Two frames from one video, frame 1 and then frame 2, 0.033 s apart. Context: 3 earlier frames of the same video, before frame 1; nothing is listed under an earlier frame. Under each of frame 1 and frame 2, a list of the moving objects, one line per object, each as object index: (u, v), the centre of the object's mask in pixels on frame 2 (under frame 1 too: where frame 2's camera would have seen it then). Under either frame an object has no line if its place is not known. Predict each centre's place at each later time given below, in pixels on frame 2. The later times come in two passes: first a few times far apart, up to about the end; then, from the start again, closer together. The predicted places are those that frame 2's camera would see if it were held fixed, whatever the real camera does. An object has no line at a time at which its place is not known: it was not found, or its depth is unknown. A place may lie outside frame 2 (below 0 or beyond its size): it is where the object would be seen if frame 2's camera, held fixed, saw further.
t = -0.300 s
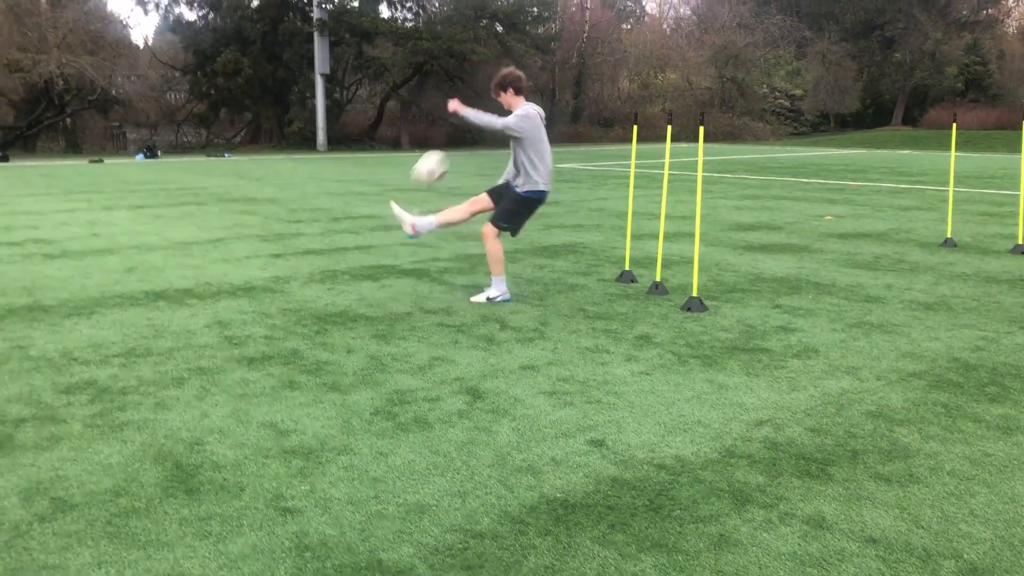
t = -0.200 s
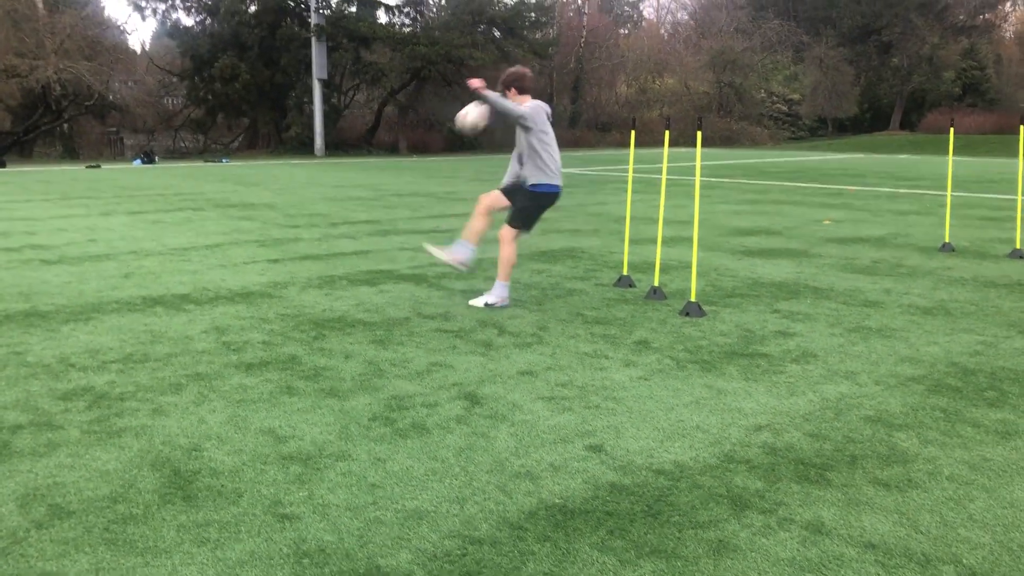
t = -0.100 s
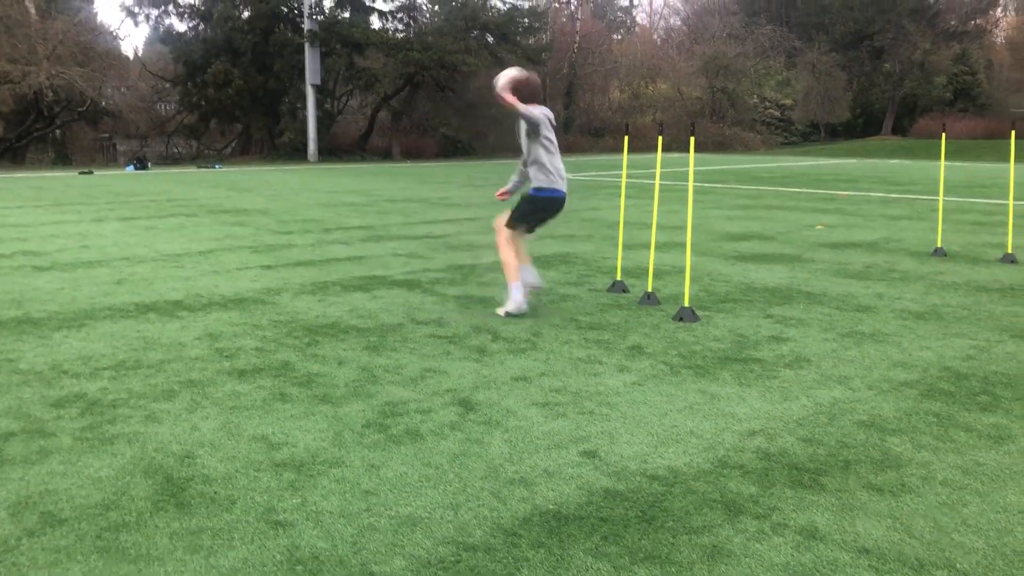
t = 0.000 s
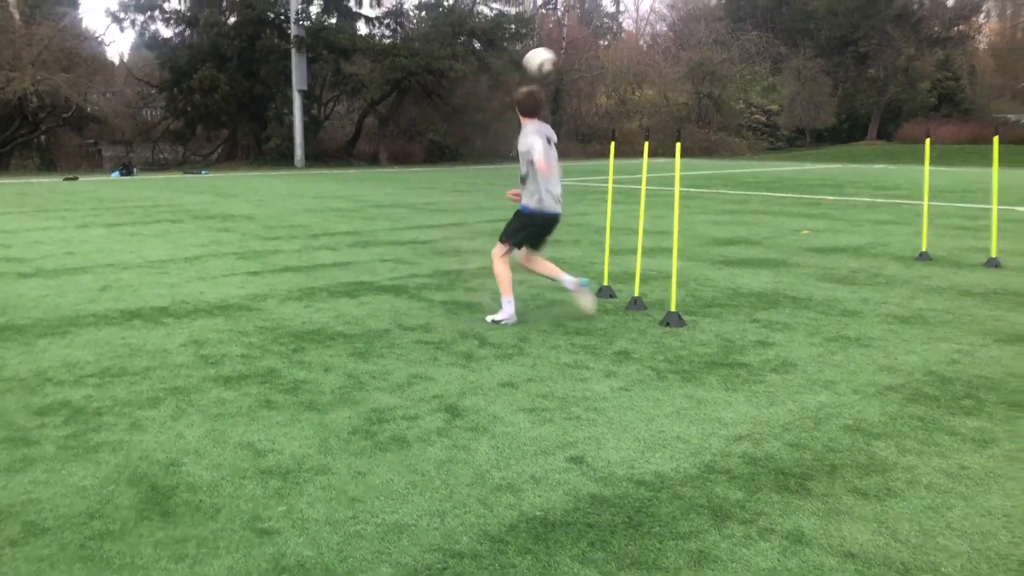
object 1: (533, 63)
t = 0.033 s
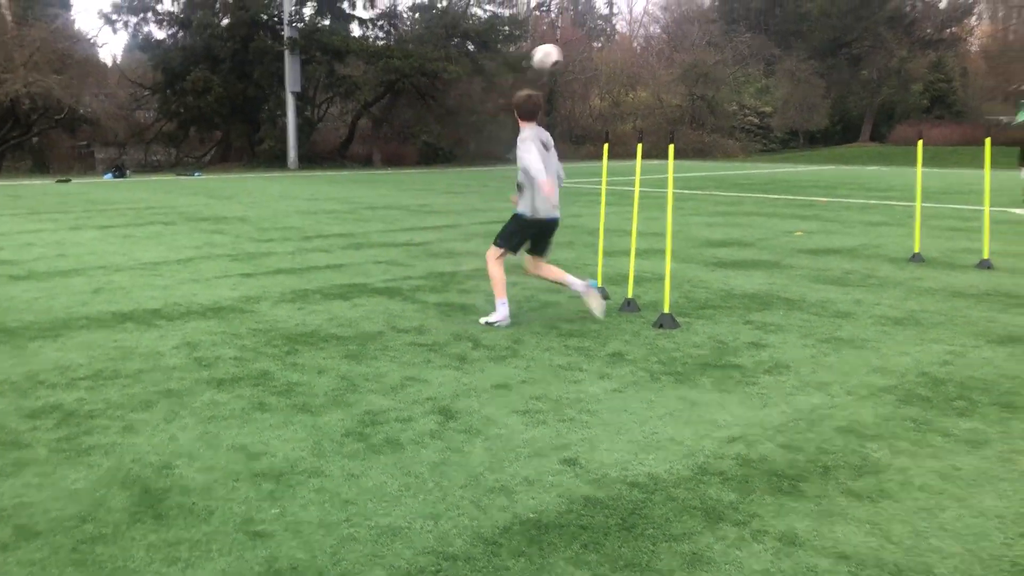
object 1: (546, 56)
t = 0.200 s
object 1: (609, 50)
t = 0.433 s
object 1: (685, 96)
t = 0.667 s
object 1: (750, 199)
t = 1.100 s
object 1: (854, 173)
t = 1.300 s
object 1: (894, 160)
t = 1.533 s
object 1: (933, 192)
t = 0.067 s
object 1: (560, 53)
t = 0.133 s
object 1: (584, 49)
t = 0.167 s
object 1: (597, 49)
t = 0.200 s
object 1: (609, 50)
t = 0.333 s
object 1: (655, 69)
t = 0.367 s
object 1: (666, 76)
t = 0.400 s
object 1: (675, 86)
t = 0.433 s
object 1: (685, 96)
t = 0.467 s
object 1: (698, 109)
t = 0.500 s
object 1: (706, 121)
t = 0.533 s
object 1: (715, 135)
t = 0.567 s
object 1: (726, 148)
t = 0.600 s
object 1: (731, 165)
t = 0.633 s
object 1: (740, 181)
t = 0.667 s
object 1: (750, 199)
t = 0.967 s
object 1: (823, 204)
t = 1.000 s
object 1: (831, 194)
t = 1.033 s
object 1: (840, 186)
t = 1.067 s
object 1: (847, 179)
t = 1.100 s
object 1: (854, 173)
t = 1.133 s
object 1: (861, 168)
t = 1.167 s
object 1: (868, 164)
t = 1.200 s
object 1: (875, 162)
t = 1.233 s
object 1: (882, 160)
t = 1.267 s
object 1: (888, 160)
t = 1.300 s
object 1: (894, 160)
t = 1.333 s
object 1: (900, 162)
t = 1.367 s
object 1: (907, 164)
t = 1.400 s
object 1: (913, 168)
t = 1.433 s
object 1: (919, 173)
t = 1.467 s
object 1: (924, 178)
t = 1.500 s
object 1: (929, 185)
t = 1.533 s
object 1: (933, 192)
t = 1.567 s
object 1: (939, 201)
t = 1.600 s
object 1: (944, 210)
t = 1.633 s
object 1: (949, 220)
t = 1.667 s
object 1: (953, 231)
